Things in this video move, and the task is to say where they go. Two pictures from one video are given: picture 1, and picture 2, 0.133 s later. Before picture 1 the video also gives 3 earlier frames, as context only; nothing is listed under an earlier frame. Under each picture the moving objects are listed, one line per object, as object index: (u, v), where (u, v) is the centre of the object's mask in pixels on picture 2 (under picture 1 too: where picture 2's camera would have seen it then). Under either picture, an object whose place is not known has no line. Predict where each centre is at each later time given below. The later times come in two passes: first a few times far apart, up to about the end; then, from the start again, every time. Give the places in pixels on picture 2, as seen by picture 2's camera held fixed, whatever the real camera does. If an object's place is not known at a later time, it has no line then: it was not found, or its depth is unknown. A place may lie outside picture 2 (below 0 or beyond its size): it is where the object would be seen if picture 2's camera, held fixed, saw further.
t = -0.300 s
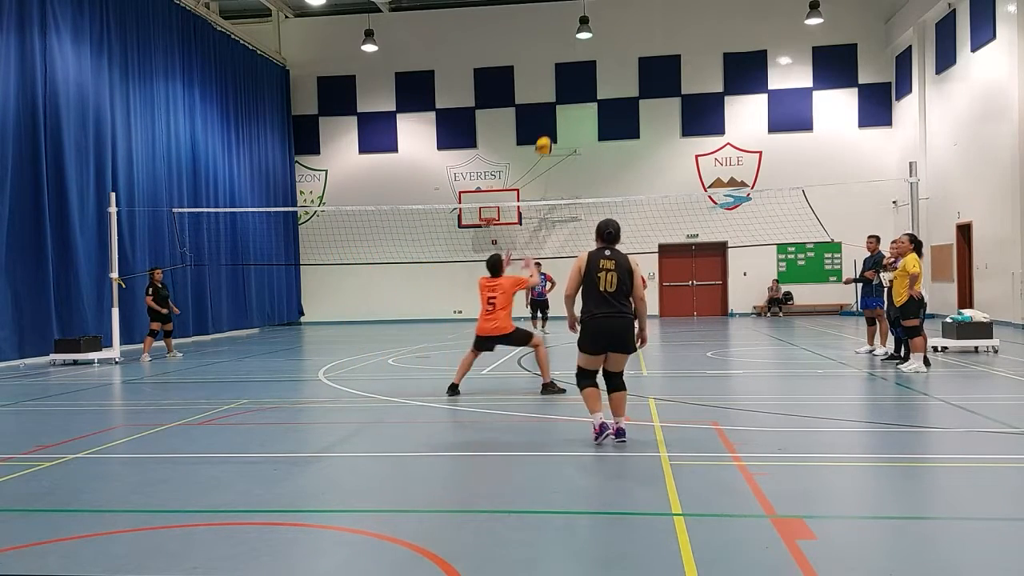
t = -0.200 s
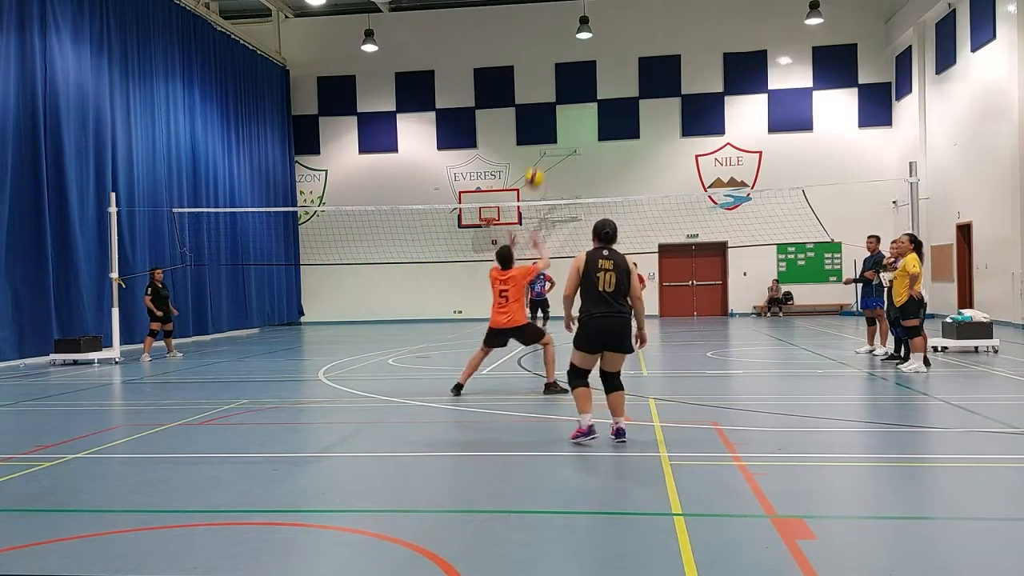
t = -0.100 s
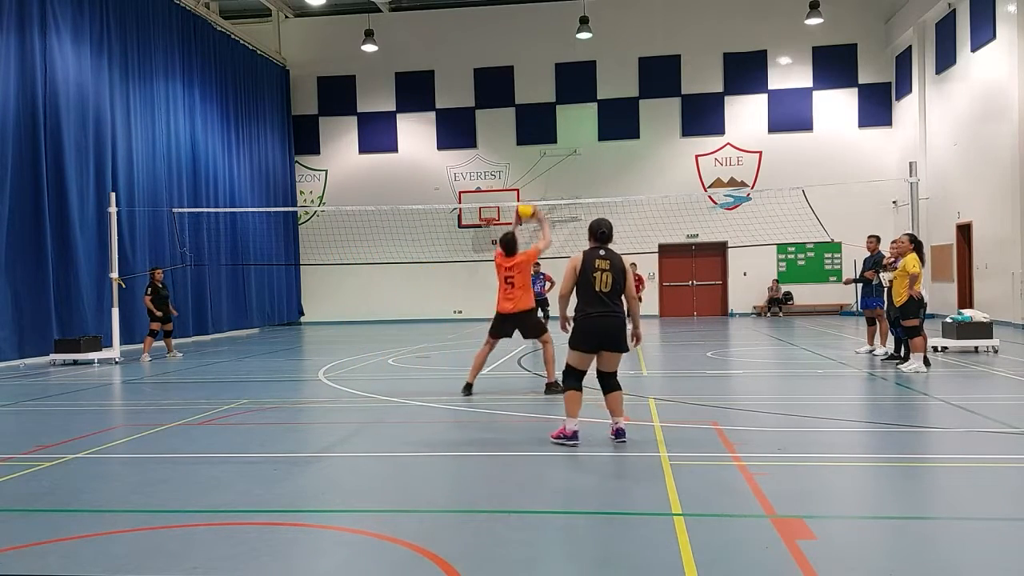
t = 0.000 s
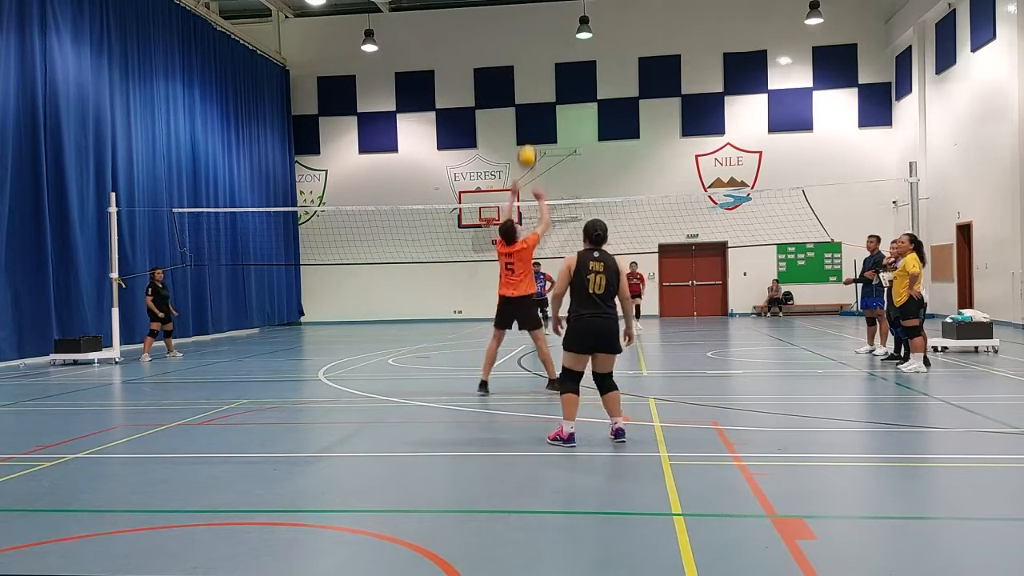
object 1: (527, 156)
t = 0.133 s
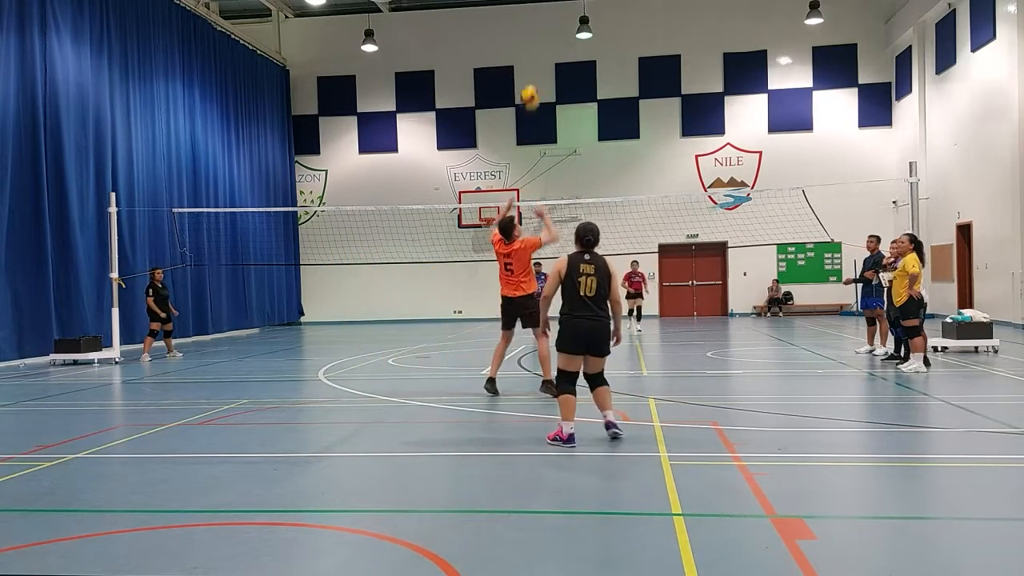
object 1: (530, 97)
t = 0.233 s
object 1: (532, 62)
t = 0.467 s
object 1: (538, 24)
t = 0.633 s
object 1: (543, 26)
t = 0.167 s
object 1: (531, 83)
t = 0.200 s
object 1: (531, 72)
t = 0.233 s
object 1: (532, 62)
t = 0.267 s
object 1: (533, 53)
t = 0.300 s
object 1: (534, 45)
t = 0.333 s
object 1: (535, 39)
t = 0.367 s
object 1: (536, 34)
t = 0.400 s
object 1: (536, 30)
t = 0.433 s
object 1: (537, 26)
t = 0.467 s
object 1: (538, 24)
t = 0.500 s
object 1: (539, 23)
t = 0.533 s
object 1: (540, 22)
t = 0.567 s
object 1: (541, 22)
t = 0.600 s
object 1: (542, 24)
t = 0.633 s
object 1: (543, 26)
